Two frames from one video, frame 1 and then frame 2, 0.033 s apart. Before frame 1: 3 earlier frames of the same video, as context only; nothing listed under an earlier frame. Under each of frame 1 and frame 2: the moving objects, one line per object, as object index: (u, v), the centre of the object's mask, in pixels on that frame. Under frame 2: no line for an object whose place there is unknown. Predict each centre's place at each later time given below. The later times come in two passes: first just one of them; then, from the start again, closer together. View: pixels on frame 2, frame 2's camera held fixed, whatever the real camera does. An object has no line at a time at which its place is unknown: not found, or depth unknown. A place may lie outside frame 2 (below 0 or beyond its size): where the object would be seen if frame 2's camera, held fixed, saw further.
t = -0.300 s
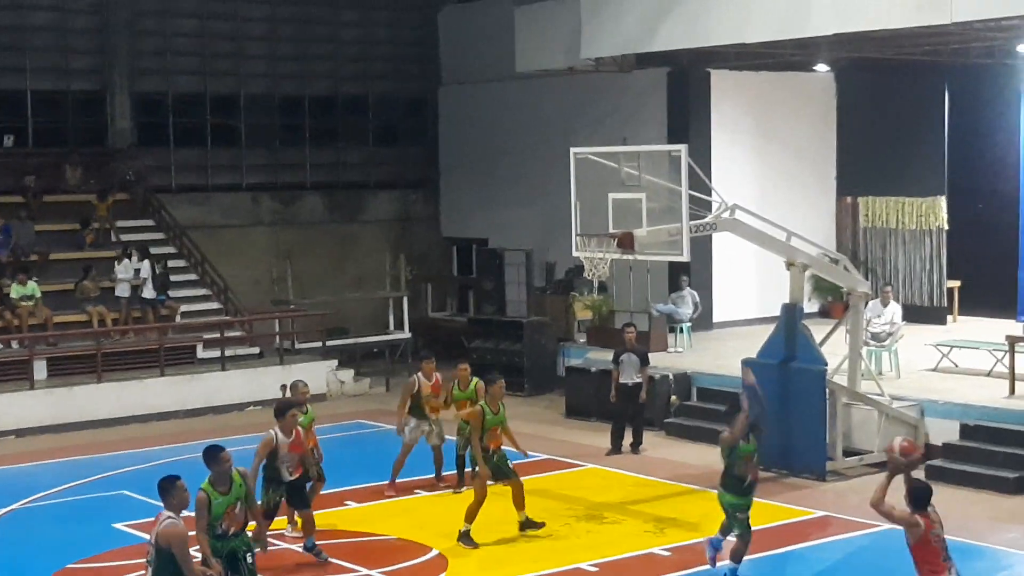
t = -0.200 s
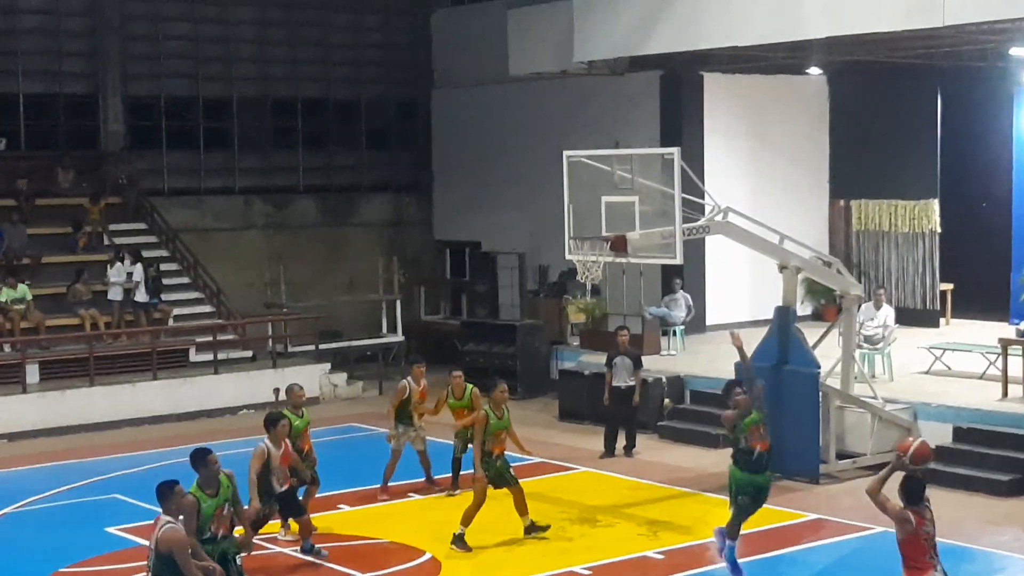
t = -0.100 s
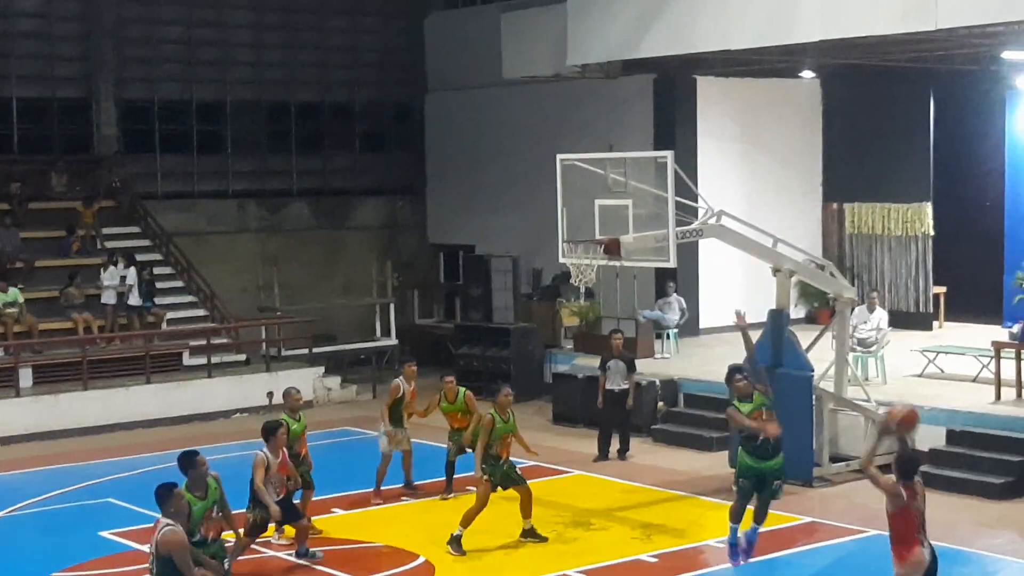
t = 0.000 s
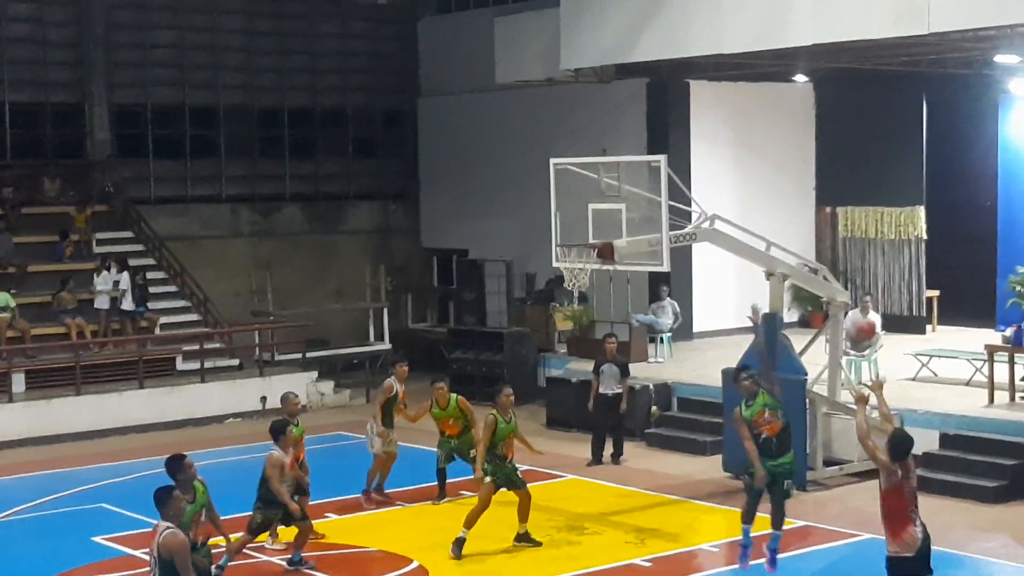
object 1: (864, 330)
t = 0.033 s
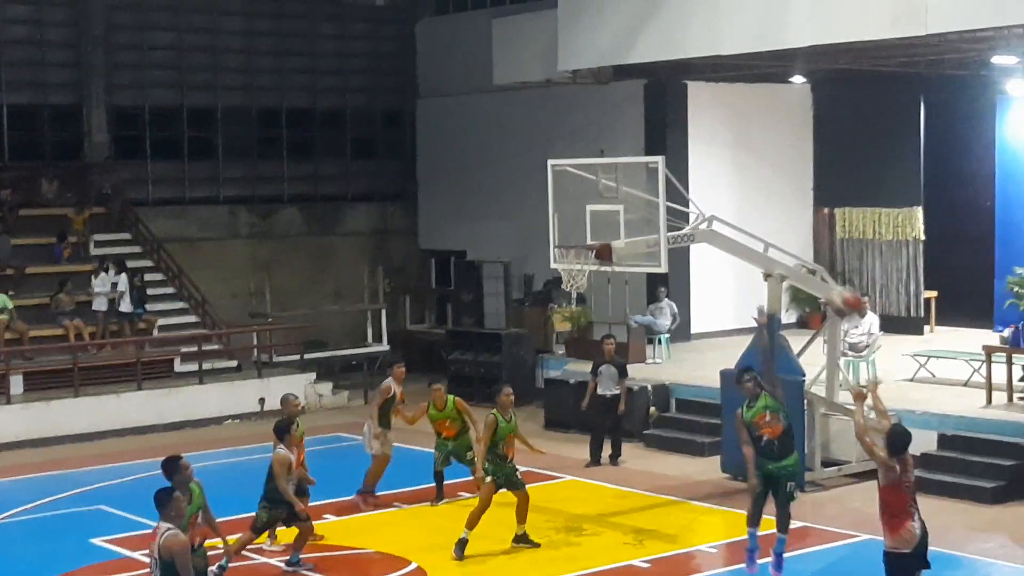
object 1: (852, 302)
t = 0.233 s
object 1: (779, 182)
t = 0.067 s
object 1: (837, 280)
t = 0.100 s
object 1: (830, 256)
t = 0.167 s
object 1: (800, 214)
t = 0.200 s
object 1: (789, 196)
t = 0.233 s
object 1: (779, 182)
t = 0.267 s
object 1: (769, 167)
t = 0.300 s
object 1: (760, 155)
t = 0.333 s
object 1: (750, 144)
